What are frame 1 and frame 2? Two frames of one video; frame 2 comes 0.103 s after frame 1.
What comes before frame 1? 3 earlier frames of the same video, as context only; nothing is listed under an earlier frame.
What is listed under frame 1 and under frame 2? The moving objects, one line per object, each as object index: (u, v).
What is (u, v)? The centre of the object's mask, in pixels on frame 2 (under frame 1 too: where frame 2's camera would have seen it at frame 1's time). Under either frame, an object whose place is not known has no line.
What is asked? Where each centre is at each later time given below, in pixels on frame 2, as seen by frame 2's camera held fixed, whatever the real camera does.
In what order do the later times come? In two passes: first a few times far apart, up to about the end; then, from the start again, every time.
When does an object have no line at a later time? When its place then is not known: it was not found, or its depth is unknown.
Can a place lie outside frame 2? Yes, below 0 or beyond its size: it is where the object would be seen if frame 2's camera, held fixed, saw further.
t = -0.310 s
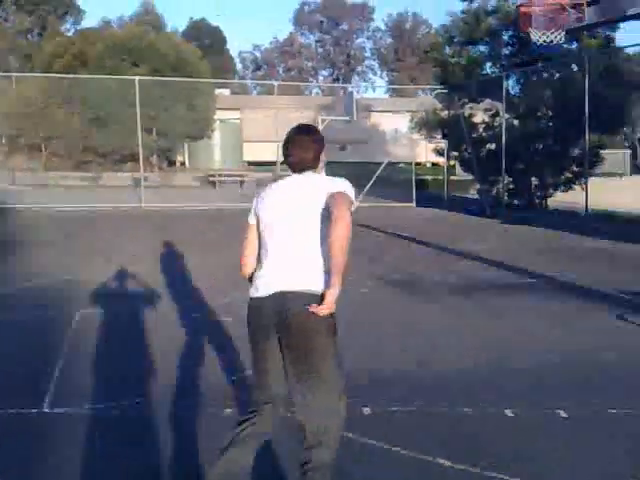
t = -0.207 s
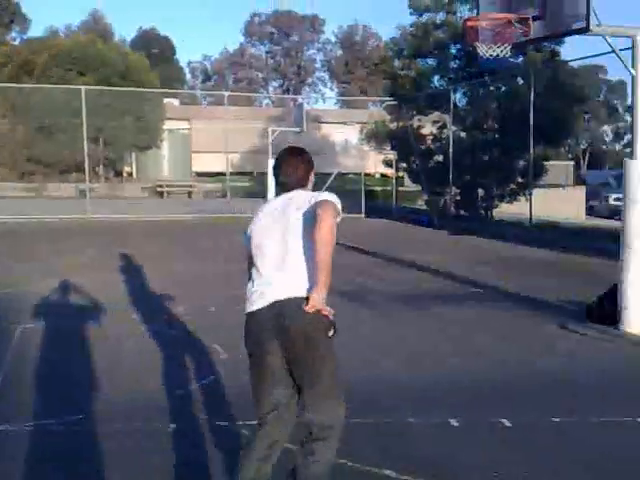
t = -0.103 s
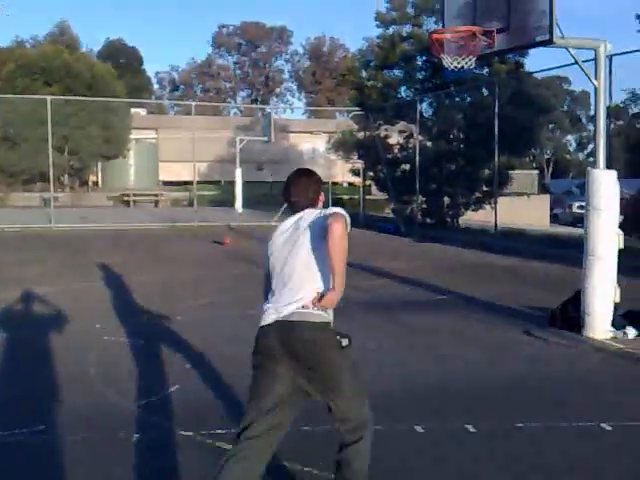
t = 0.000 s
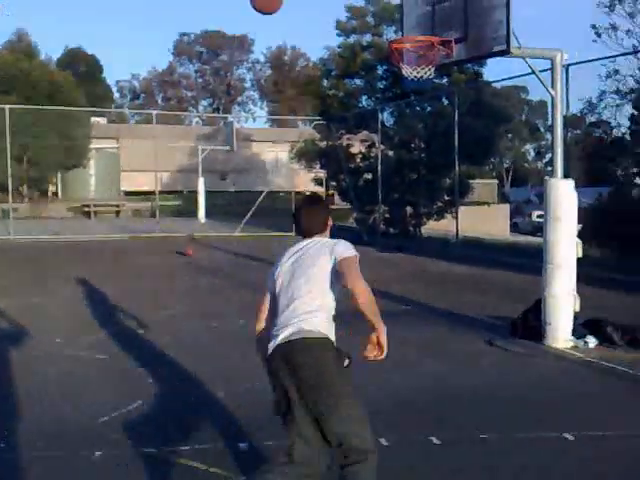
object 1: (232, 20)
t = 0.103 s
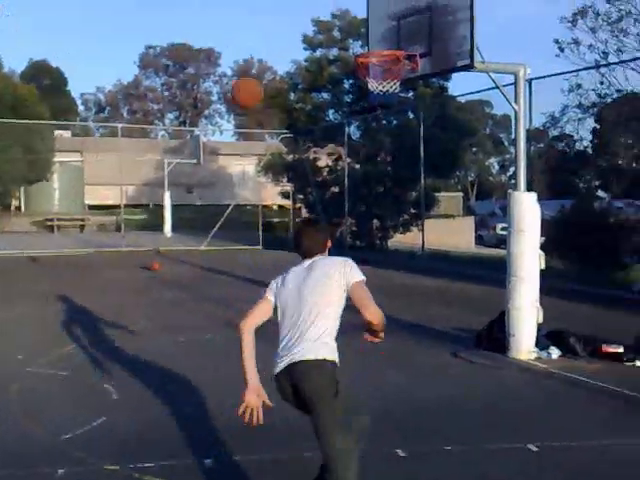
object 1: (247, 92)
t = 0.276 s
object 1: (267, 236)
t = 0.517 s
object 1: (286, 309)
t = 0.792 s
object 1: (296, 165)
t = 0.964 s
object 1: (304, 125)
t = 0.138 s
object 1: (251, 120)
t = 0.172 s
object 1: (254, 149)
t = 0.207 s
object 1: (260, 178)
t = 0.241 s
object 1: (263, 207)
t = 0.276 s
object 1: (267, 236)
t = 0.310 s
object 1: (269, 266)
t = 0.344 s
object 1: (274, 296)
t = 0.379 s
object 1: (277, 327)
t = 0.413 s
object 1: (281, 358)
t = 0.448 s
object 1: (283, 389)
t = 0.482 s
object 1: (285, 362)
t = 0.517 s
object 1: (286, 309)
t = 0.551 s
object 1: (287, 285)
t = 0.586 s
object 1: (286, 263)
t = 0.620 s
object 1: (288, 243)
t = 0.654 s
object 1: (289, 224)
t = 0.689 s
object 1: (291, 207)
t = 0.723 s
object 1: (293, 192)
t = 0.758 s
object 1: (294, 178)
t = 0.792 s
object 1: (296, 165)
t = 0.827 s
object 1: (296, 155)
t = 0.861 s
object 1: (298, 146)
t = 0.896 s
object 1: (300, 138)
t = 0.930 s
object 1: (302, 131)
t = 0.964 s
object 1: (304, 125)
